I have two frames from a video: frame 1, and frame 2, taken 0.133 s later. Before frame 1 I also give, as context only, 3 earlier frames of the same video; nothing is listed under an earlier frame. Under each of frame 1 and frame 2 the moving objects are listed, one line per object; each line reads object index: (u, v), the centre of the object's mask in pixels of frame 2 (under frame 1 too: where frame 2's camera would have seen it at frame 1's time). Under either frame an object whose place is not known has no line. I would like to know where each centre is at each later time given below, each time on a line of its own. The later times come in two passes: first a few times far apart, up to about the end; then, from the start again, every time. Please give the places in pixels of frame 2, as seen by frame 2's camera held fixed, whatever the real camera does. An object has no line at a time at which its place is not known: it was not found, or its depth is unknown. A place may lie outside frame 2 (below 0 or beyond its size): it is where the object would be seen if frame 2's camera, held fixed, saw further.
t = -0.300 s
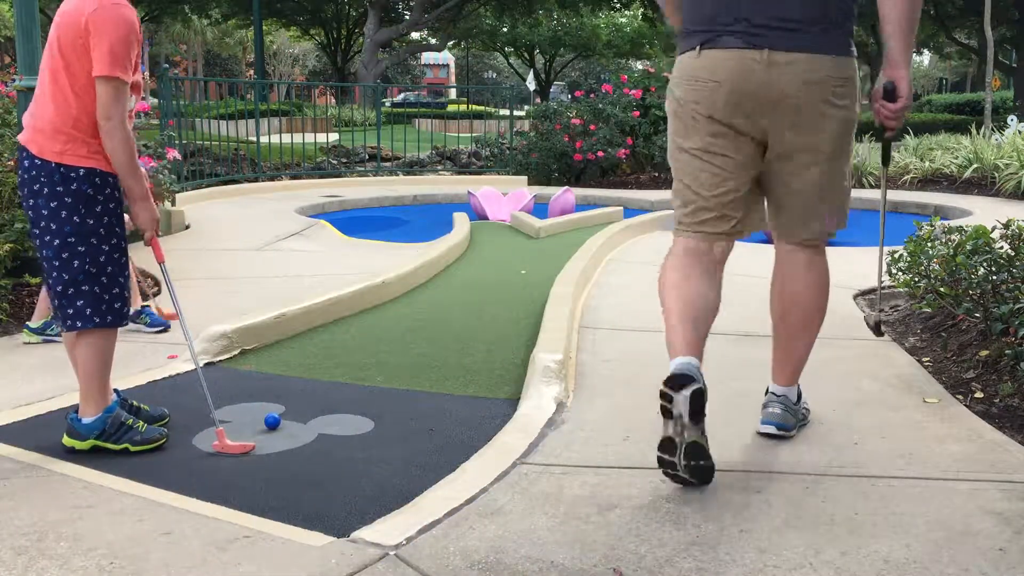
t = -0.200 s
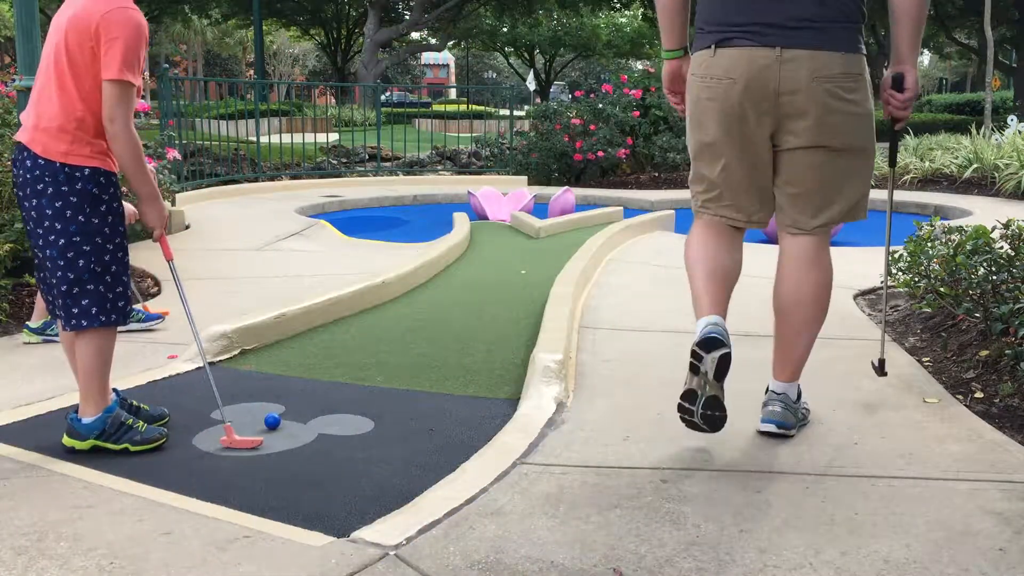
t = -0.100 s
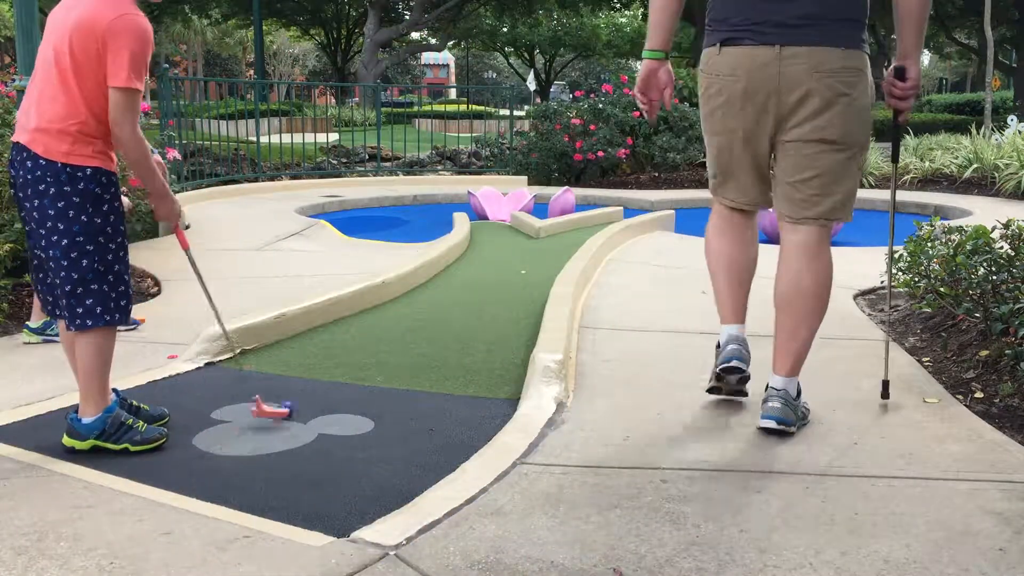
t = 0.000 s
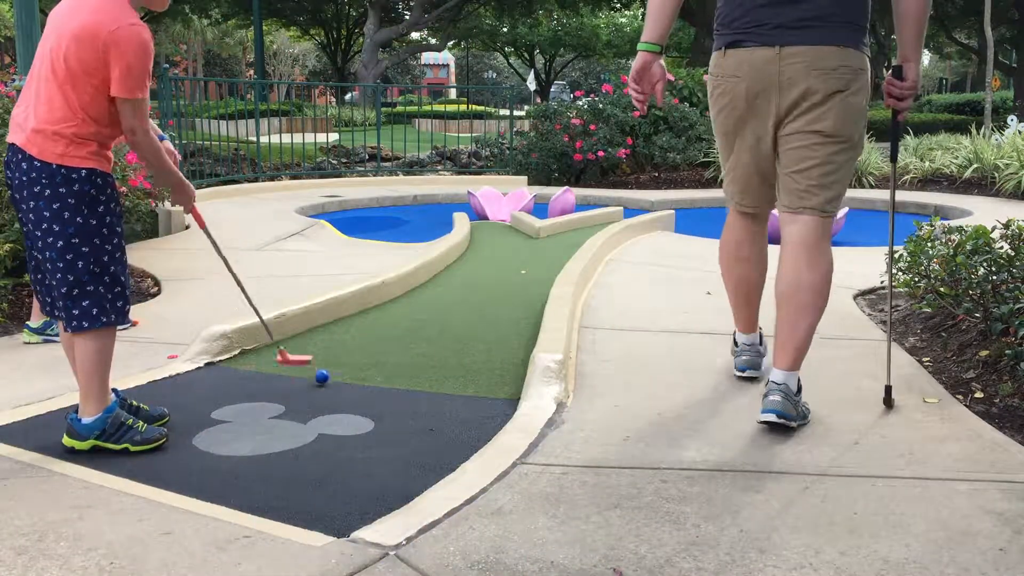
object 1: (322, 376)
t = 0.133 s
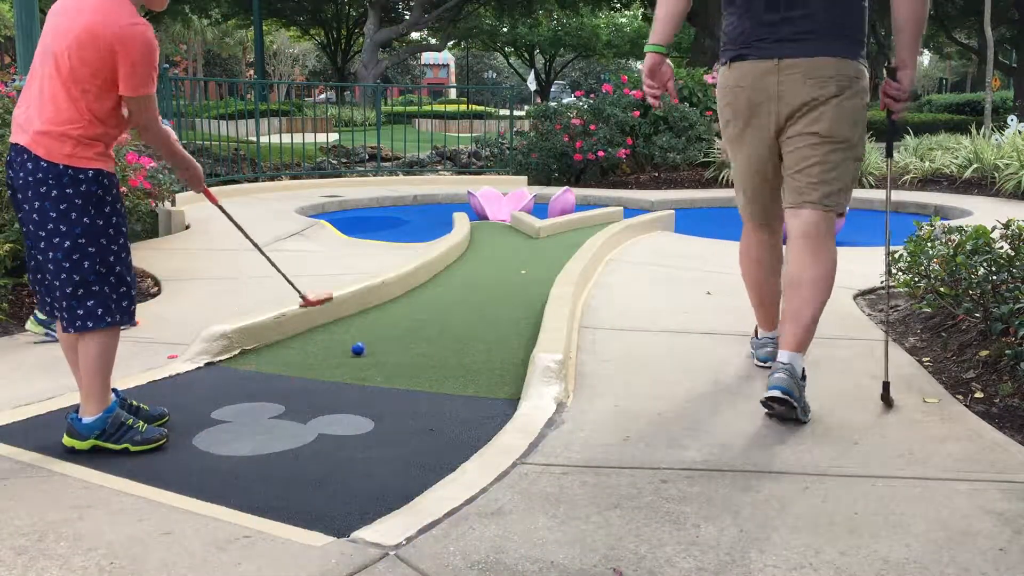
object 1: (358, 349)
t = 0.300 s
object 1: (390, 323)
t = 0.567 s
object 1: (428, 294)
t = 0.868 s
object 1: (458, 270)
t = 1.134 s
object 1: (477, 254)
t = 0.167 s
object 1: (365, 342)
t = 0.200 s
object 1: (372, 338)
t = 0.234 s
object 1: (378, 331)
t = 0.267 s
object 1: (384, 328)
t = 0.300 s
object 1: (390, 323)
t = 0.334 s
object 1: (396, 318)
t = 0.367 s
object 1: (401, 314)
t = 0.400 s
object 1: (406, 311)
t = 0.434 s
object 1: (411, 307)
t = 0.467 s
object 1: (415, 304)
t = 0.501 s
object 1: (420, 300)
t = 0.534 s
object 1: (424, 297)
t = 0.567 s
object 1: (428, 294)
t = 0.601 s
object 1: (432, 291)
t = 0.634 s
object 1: (436, 288)
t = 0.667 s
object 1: (440, 285)
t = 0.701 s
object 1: (443, 282)
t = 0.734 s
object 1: (446, 280)
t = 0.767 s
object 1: (449, 277)
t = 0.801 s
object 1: (453, 276)
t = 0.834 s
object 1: (456, 272)
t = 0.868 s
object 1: (458, 270)
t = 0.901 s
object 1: (461, 268)
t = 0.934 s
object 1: (464, 265)
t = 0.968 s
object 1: (466, 263)
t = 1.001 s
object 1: (468, 261)
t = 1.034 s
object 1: (471, 260)
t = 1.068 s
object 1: (473, 258)
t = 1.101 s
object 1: (475, 256)
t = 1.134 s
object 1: (477, 254)
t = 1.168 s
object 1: (479, 252)
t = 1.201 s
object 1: (481, 250)
